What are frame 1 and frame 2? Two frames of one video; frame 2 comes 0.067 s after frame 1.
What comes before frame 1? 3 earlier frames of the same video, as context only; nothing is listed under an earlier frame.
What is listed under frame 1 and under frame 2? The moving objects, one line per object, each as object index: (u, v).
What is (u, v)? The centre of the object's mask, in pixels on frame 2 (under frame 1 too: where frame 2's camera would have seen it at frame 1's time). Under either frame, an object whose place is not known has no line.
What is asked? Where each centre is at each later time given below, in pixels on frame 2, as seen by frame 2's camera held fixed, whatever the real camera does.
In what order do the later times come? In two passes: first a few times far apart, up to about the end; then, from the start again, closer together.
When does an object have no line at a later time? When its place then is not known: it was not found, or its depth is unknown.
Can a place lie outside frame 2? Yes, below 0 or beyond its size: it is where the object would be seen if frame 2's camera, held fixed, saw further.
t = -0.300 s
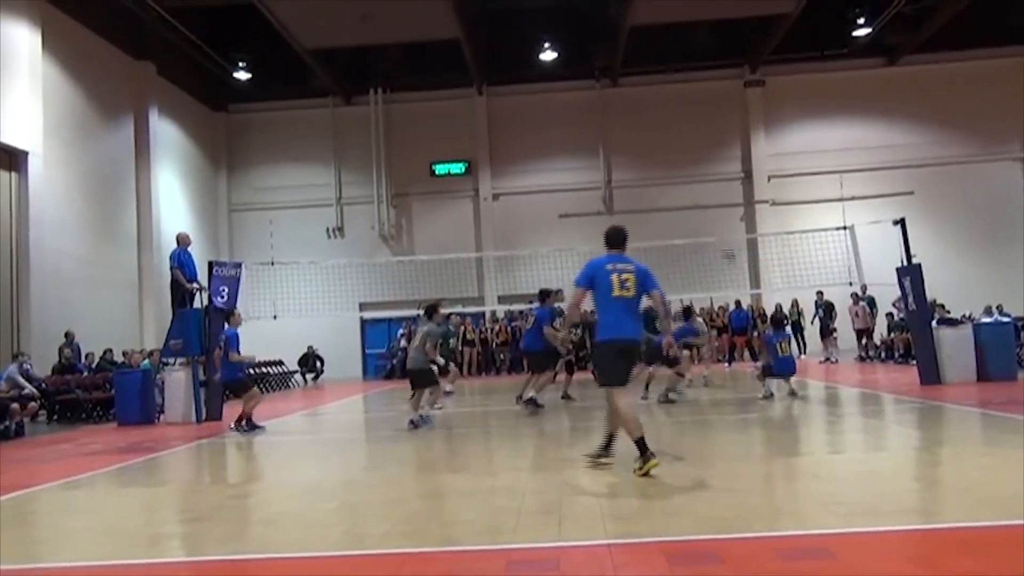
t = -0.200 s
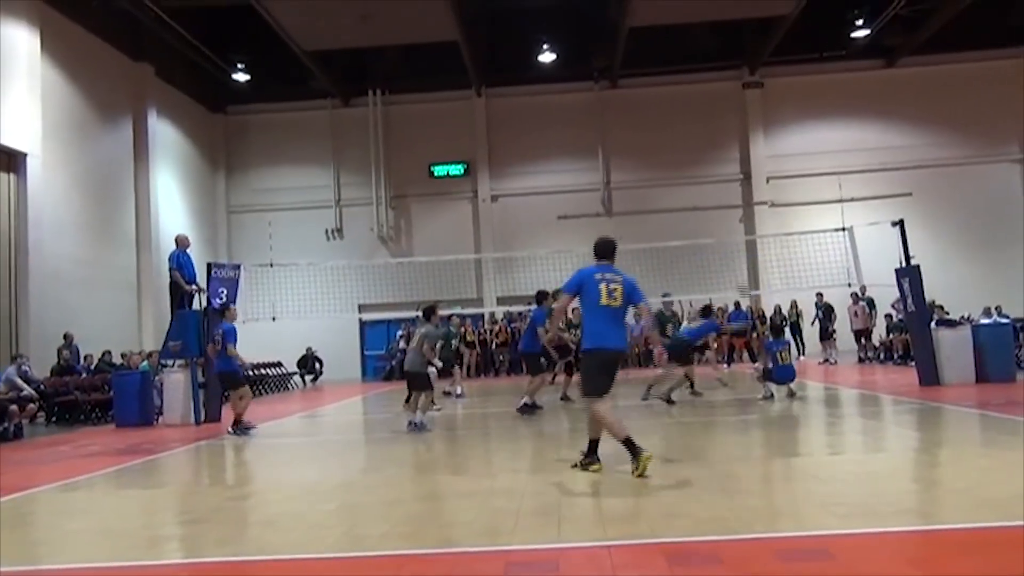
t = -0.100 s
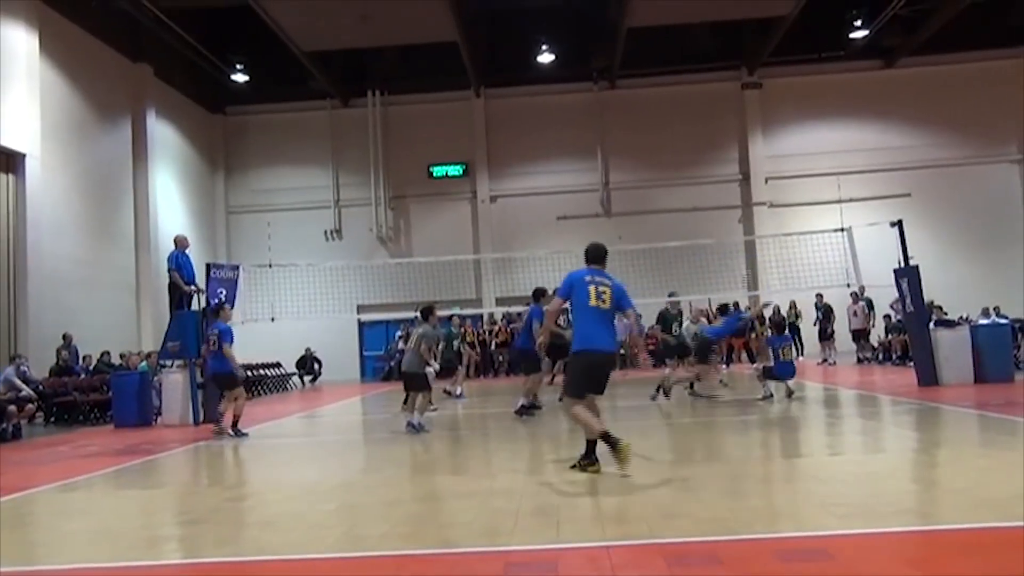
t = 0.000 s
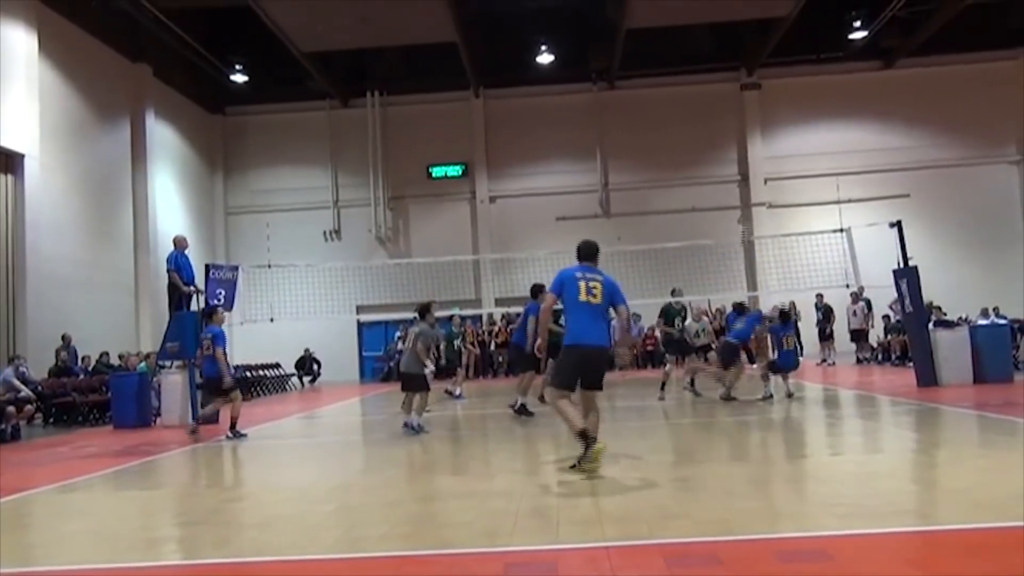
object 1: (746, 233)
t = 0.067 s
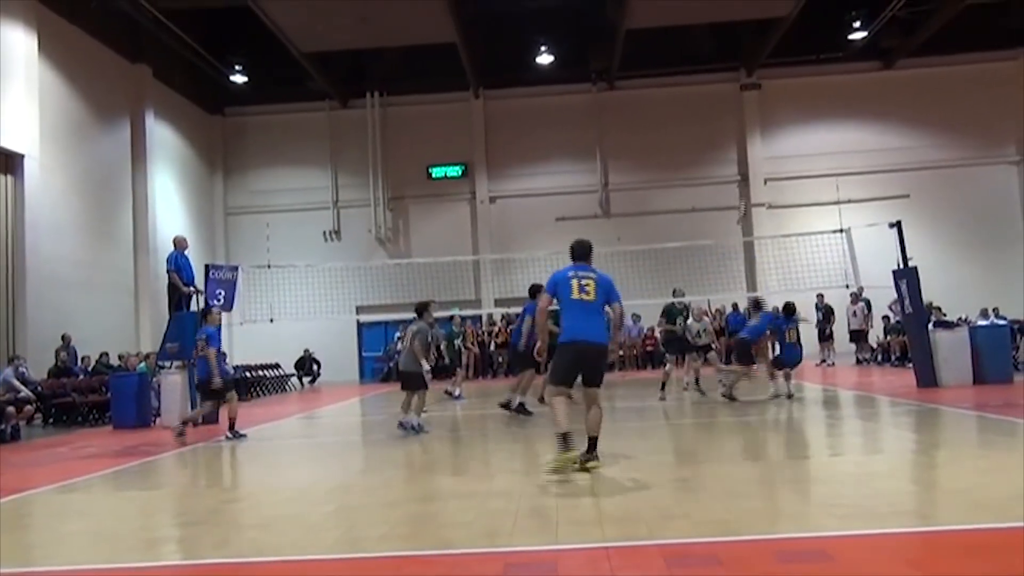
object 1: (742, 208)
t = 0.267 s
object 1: (737, 144)
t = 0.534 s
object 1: (735, 99)
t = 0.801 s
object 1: (736, 99)
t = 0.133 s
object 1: (741, 183)
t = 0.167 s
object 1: (740, 173)
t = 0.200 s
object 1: (739, 162)
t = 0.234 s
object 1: (739, 152)
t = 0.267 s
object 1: (737, 144)
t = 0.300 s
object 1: (736, 136)
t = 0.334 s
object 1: (737, 130)
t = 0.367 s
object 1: (736, 121)
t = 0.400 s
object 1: (735, 116)
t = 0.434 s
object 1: (736, 111)
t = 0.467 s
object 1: (735, 106)
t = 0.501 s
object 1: (734, 102)
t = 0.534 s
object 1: (735, 99)
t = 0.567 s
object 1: (734, 97)
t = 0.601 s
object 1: (735, 95)
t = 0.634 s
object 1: (736, 94)
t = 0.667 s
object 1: (735, 93)
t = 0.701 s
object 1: (735, 94)
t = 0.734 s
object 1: (735, 95)
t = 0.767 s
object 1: (736, 96)
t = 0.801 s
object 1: (736, 99)
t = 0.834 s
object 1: (735, 103)
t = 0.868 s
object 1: (735, 107)
